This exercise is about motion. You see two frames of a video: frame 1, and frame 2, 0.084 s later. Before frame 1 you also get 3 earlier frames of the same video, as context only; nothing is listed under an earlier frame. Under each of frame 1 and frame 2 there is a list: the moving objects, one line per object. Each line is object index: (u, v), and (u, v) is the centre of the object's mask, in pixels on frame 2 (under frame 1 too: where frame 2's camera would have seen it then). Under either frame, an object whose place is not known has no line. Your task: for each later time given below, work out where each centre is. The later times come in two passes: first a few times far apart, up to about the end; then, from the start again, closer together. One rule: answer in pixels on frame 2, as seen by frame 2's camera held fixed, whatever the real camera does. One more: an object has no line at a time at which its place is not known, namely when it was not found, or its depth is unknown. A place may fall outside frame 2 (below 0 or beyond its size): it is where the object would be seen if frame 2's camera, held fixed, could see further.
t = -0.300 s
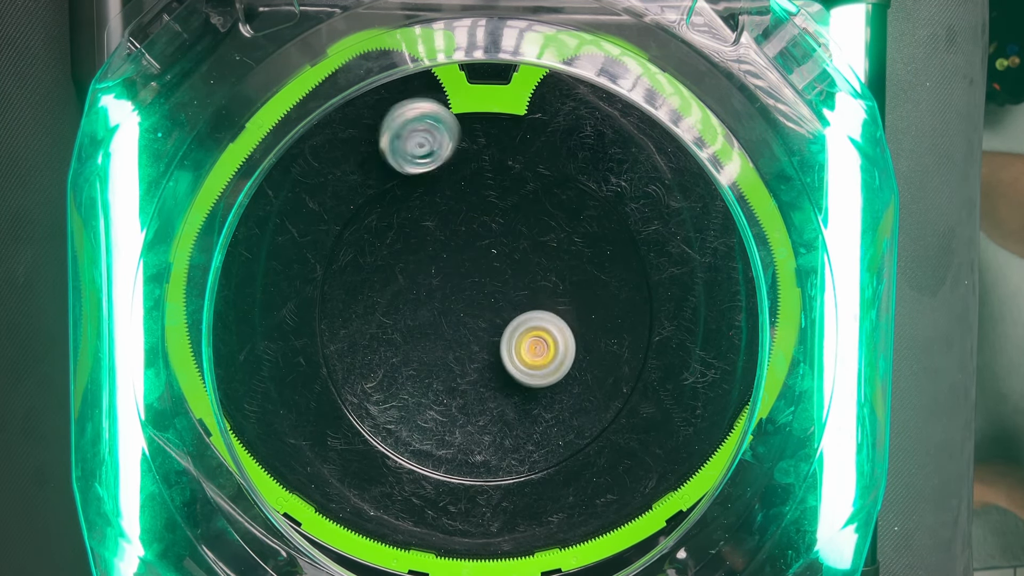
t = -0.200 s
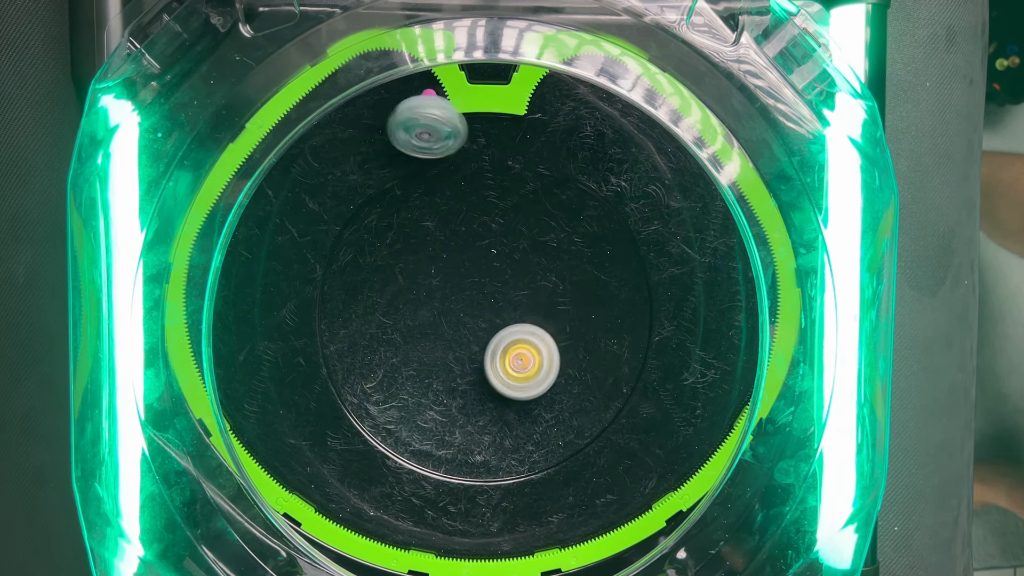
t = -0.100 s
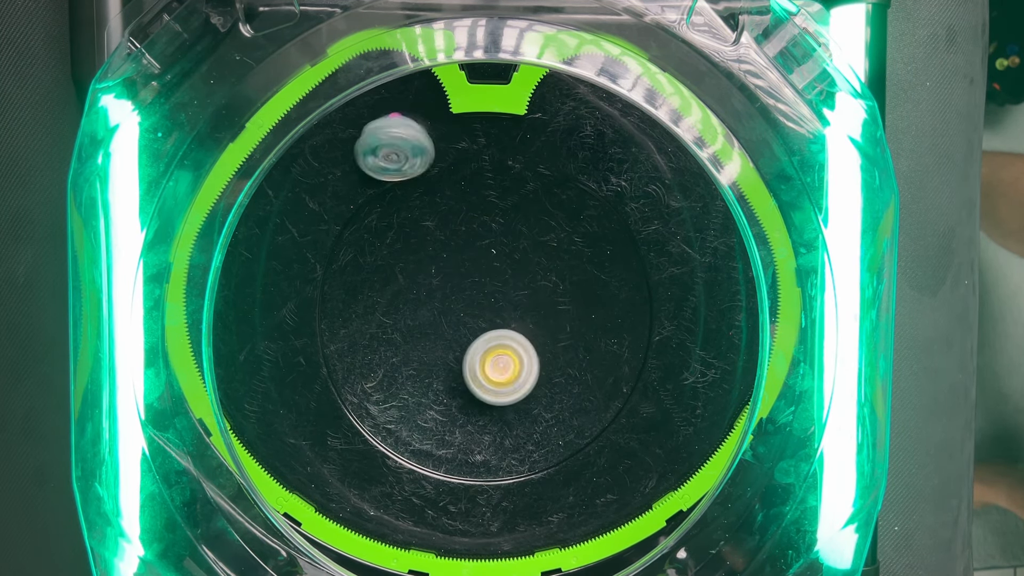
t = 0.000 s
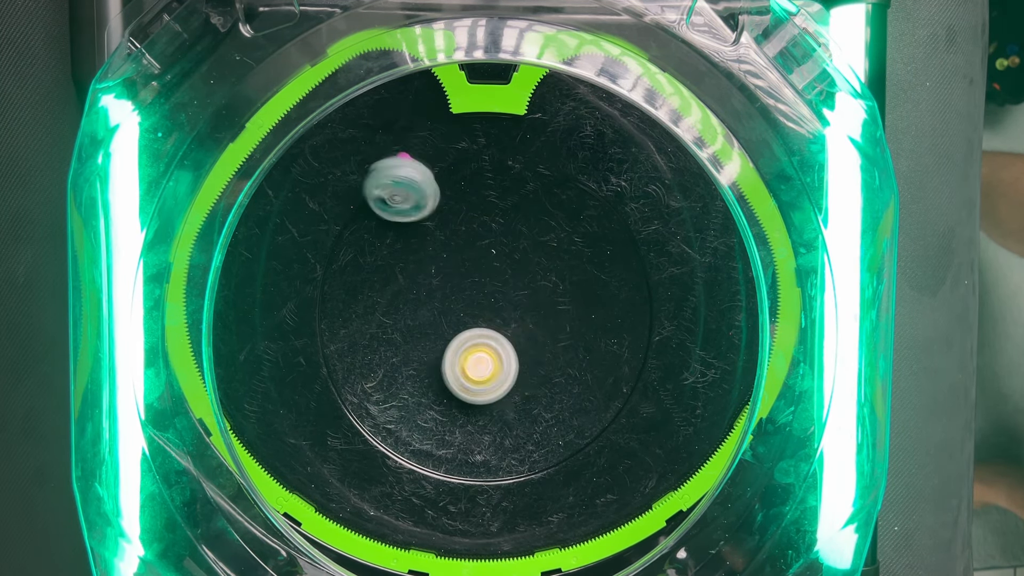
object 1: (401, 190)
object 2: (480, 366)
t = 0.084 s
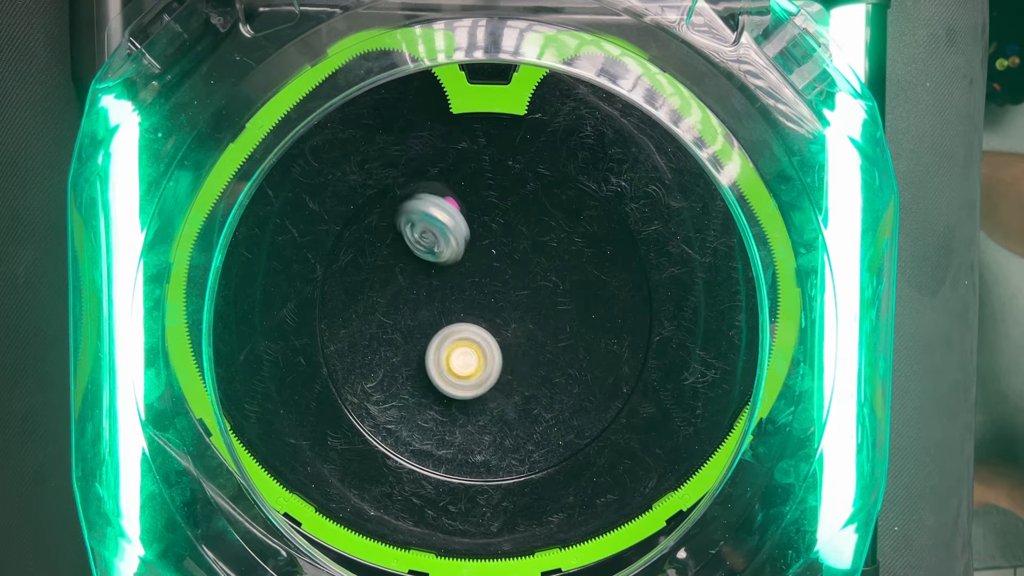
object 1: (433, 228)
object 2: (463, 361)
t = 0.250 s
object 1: (514, 331)
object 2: (439, 338)
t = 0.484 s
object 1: (611, 449)
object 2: (436, 291)
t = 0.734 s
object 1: (606, 494)
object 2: (472, 258)
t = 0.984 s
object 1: (549, 413)
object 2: (518, 268)
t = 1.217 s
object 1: (477, 392)
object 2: (559, 176)
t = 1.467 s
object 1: (445, 342)
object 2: (532, 186)
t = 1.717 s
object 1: (453, 289)
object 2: (491, 206)
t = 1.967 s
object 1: (481, 322)
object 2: (463, 226)
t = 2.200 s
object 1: (503, 343)
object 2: (440, 269)
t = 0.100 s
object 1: (440, 238)
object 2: (461, 360)
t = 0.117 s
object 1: (448, 246)
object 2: (457, 358)
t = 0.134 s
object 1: (456, 256)
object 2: (455, 356)
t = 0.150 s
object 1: (464, 266)
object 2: (452, 354)
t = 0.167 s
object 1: (471, 276)
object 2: (449, 352)
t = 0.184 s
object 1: (480, 286)
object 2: (447, 350)
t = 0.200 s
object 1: (489, 297)
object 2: (445, 347)
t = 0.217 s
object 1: (497, 310)
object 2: (443, 344)
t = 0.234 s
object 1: (506, 320)
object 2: (441, 341)
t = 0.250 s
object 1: (514, 331)
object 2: (439, 338)
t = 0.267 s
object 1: (522, 343)
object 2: (438, 335)
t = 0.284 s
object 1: (531, 354)
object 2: (437, 331)
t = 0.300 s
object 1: (539, 364)
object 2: (436, 328)
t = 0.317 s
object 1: (548, 375)
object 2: (434, 324)
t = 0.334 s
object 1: (556, 385)
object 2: (434, 321)
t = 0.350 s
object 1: (564, 395)
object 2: (433, 317)
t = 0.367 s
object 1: (571, 404)
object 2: (433, 314)
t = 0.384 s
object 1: (578, 412)
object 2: (433, 310)
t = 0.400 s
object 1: (585, 420)
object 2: (433, 307)
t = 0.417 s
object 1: (591, 428)
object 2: (434, 304)
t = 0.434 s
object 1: (597, 434)
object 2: (434, 301)
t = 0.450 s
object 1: (602, 440)
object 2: (435, 297)
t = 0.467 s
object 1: (606, 444)
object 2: (435, 294)
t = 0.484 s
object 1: (611, 449)
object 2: (436, 291)
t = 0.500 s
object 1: (614, 454)
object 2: (437, 288)
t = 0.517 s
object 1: (618, 458)
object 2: (439, 285)
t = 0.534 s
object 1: (621, 463)
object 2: (441, 282)
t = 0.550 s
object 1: (623, 467)
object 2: (443, 279)
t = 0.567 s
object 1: (624, 471)
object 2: (445, 277)
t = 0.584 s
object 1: (624, 475)
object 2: (447, 274)
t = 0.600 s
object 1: (625, 478)
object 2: (449, 272)
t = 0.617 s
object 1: (624, 482)
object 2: (451, 270)
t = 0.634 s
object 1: (622, 484)
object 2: (454, 267)
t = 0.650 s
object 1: (620, 486)
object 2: (456, 265)
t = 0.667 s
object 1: (618, 488)
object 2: (459, 263)
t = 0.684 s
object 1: (616, 490)
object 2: (462, 262)
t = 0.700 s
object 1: (613, 492)
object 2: (465, 260)
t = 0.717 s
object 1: (610, 494)
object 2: (468, 259)
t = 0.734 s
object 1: (606, 494)
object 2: (472, 258)
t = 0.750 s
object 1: (602, 494)
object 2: (475, 258)
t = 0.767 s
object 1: (597, 493)
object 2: (478, 257)
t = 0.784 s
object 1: (593, 493)
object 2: (481, 257)
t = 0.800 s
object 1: (588, 490)
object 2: (484, 256)
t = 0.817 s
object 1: (583, 486)
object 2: (488, 256)
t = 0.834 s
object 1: (580, 483)
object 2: (491, 256)
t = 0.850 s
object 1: (576, 478)
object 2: (494, 257)
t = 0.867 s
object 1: (573, 474)
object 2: (498, 257)
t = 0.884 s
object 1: (569, 468)
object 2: (501, 258)
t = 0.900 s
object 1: (567, 462)
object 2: (504, 259)
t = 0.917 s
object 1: (564, 454)
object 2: (507, 260)
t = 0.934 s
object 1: (560, 445)
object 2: (510, 262)
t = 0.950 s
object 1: (556, 436)
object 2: (513, 264)
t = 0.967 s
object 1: (552, 424)
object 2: (516, 266)
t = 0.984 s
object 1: (549, 413)
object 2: (518, 268)
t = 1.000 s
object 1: (545, 402)
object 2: (521, 270)
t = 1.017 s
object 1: (541, 389)
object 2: (523, 272)
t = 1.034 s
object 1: (538, 377)
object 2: (526, 274)
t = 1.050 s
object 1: (534, 363)
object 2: (528, 277)
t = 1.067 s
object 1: (530, 353)
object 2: (530, 278)
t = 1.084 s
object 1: (524, 359)
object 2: (535, 261)
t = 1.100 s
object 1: (518, 366)
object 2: (539, 246)
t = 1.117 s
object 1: (512, 373)
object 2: (543, 231)
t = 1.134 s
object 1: (505, 379)
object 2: (547, 217)
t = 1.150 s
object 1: (498, 383)
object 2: (550, 205)
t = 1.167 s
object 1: (492, 386)
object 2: (553, 196)
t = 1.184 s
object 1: (487, 389)
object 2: (556, 187)
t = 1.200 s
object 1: (482, 391)
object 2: (558, 181)
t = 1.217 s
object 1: (477, 392)
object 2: (559, 176)
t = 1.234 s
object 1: (472, 392)
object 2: (560, 173)
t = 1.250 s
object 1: (468, 390)
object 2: (561, 172)
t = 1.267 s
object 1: (464, 388)
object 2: (561, 171)
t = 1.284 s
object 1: (460, 386)
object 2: (561, 171)
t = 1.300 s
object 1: (457, 383)
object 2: (560, 171)
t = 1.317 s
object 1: (455, 380)
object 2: (558, 171)
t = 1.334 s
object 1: (453, 376)
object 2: (556, 172)
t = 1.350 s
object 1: (452, 373)
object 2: (554, 173)
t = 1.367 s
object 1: (450, 370)
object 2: (552, 174)
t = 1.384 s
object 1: (448, 366)
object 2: (549, 175)
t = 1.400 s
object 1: (447, 361)
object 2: (546, 177)
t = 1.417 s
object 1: (447, 357)
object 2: (543, 179)
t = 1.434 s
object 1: (445, 353)
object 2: (539, 181)
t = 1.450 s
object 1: (445, 348)
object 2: (536, 184)
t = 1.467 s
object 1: (445, 342)
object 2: (532, 186)
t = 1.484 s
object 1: (445, 337)
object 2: (528, 189)
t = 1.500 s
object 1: (444, 332)
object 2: (524, 191)
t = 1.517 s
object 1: (444, 328)
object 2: (519, 194)
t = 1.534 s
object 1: (444, 322)
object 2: (515, 196)
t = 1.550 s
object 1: (445, 315)
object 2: (511, 199)
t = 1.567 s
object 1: (446, 309)
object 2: (507, 202)
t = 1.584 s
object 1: (448, 303)
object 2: (503, 205)
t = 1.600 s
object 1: (449, 298)
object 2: (499, 208)
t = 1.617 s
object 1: (451, 292)
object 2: (495, 211)
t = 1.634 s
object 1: (453, 287)
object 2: (491, 215)
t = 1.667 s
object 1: (455, 283)
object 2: (487, 217)
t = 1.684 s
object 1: (454, 285)
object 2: (488, 214)
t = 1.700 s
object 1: (453, 287)
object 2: (489, 208)
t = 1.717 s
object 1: (453, 289)
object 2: (491, 206)
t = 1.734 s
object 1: (453, 291)
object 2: (492, 204)
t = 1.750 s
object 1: (454, 293)
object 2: (492, 204)
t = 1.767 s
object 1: (455, 296)
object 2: (491, 204)
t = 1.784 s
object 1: (456, 298)
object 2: (490, 205)
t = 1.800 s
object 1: (459, 300)
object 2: (488, 207)
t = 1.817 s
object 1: (461, 301)
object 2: (486, 208)
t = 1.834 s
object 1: (464, 303)
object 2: (483, 210)
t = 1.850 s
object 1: (467, 305)
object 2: (480, 212)
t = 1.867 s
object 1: (470, 307)
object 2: (477, 213)
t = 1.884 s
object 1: (472, 309)
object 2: (475, 215)
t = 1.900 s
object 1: (474, 312)
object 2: (472, 217)
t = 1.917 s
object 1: (476, 314)
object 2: (470, 219)
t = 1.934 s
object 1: (477, 317)
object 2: (467, 221)
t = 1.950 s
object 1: (479, 319)
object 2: (465, 224)
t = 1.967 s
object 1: (481, 322)
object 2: (463, 226)
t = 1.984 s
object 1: (483, 324)
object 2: (461, 229)
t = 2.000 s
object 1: (485, 326)
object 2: (459, 232)
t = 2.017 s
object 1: (488, 327)
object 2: (457, 234)
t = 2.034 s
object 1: (490, 329)
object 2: (455, 237)
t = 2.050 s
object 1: (492, 330)
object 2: (454, 240)
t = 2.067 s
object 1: (493, 332)
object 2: (452, 243)
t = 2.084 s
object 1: (494, 333)
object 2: (450, 246)
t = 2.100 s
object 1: (495, 335)
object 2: (449, 249)
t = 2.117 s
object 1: (497, 337)
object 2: (447, 252)
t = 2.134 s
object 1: (498, 338)
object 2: (446, 255)
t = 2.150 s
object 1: (499, 339)
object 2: (444, 259)
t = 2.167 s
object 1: (500, 341)
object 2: (443, 262)
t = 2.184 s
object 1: (502, 343)
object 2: (441, 265)
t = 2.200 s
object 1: (503, 343)
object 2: (440, 269)
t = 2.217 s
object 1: (504, 343)
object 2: (439, 272)
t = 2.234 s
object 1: (505, 343)
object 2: (437, 275)
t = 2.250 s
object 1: (505, 342)
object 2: (436, 279)
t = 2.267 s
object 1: (504, 342)
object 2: (435, 282)
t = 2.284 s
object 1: (503, 341)
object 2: (434, 285)
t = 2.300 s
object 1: (502, 340)
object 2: (433, 289)
